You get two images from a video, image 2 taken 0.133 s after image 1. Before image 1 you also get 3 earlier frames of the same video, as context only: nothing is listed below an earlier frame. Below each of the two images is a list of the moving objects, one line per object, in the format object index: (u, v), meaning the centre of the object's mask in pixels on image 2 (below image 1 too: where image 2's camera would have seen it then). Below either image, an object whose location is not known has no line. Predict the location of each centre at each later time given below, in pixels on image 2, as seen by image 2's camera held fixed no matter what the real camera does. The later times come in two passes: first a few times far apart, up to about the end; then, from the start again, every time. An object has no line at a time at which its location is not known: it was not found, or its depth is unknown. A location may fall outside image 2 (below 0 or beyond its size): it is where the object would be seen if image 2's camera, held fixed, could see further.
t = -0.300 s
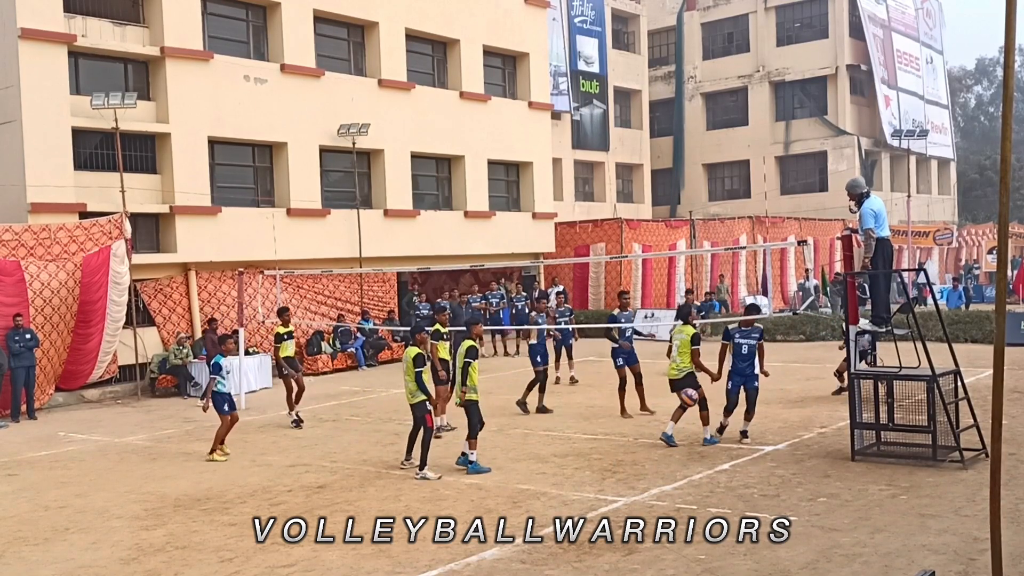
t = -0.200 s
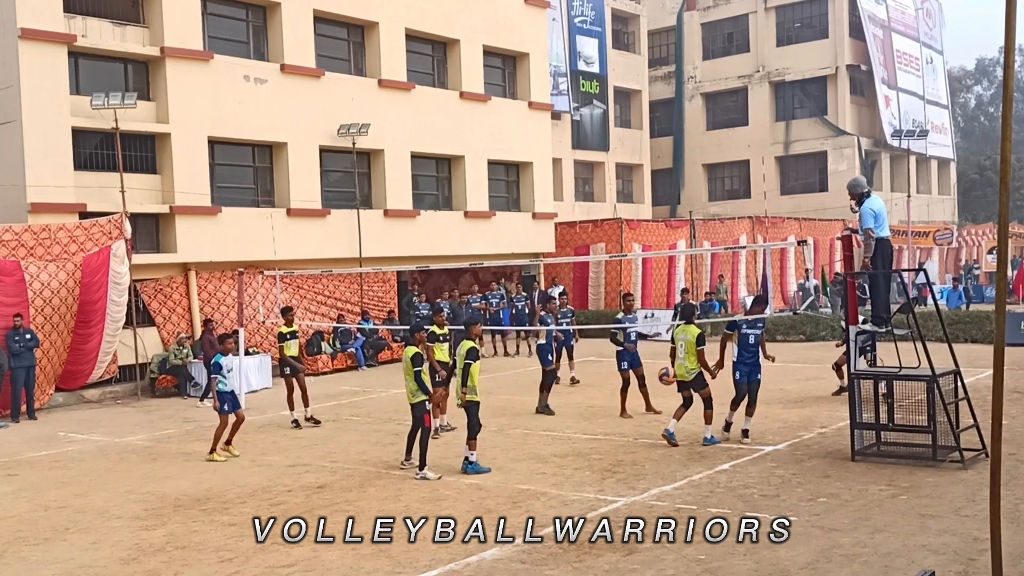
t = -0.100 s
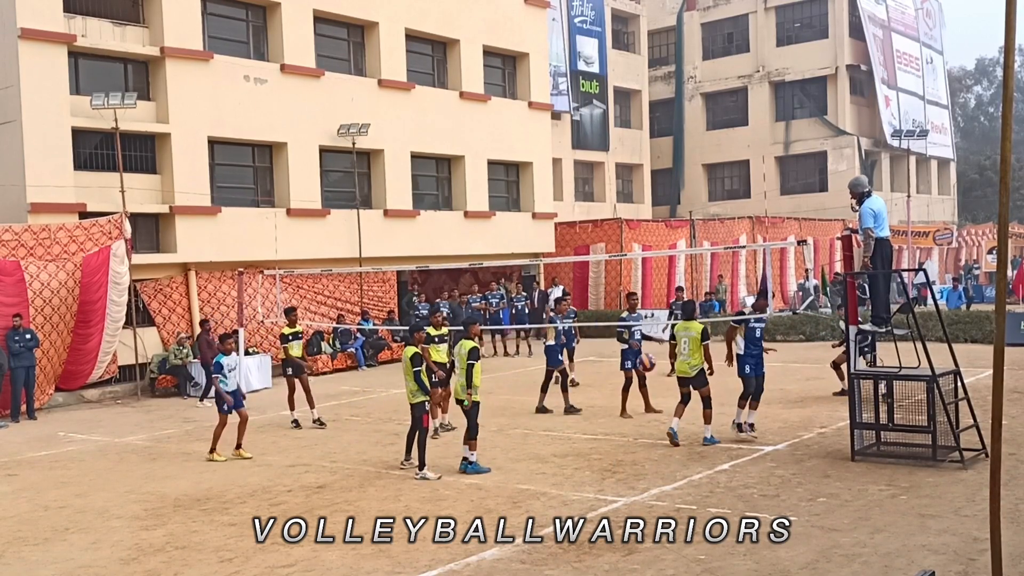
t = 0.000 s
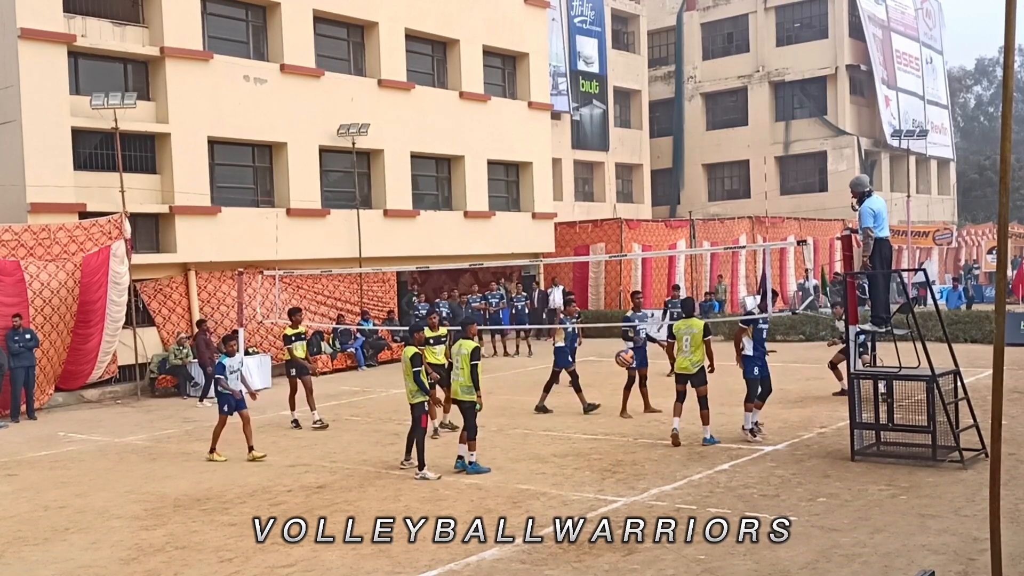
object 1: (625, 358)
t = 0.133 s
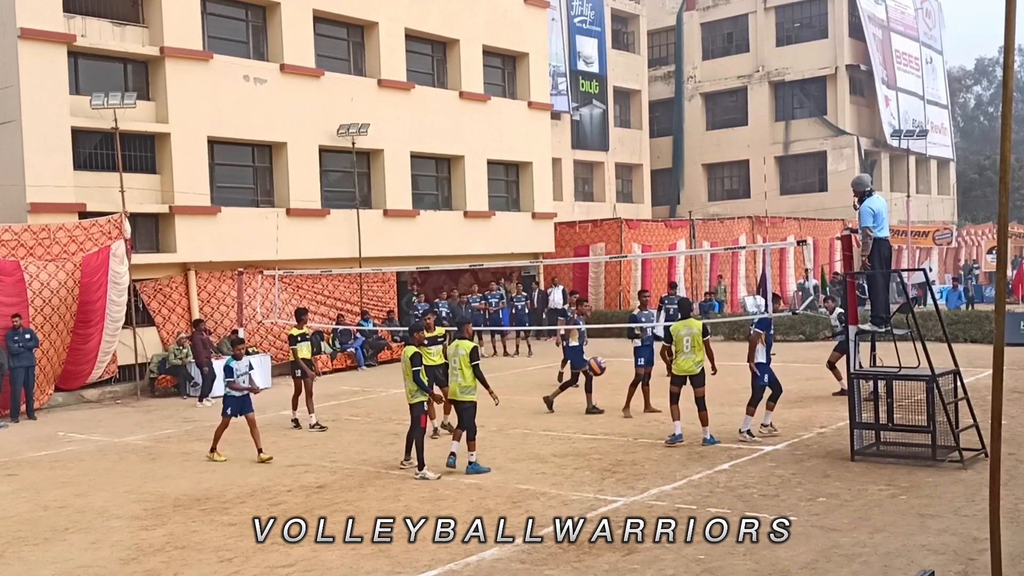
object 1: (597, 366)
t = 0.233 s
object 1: (574, 383)
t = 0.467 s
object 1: (526, 465)
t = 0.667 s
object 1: (482, 449)
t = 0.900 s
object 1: (432, 418)
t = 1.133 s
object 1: (379, 444)
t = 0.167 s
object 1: (589, 371)
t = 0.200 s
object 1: (582, 376)
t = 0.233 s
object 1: (574, 383)
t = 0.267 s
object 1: (568, 391)
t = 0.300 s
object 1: (561, 401)
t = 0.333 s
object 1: (554, 412)
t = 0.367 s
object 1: (547, 424)
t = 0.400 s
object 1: (539, 436)
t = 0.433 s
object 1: (533, 450)
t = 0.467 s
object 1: (526, 465)
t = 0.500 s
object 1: (519, 482)
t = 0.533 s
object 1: (512, 491)
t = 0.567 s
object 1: (505, 479)
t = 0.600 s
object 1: (497, 469)
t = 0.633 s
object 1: (491, 459)
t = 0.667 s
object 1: (482, 449)
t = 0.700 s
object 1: (476, 442)
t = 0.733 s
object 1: (468, 436)
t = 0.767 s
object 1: (461, 430)
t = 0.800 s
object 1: (453, 425)
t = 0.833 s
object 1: (446, 422)
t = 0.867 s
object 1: (439, 420)
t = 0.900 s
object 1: (432, 418)
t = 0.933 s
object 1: (423, 418)
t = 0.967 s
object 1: (417, 419)
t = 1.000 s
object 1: (410, 422)
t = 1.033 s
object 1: (401, 425)
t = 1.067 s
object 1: (394, 430)
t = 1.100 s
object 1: (386, 437)
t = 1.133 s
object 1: (379, 444)
